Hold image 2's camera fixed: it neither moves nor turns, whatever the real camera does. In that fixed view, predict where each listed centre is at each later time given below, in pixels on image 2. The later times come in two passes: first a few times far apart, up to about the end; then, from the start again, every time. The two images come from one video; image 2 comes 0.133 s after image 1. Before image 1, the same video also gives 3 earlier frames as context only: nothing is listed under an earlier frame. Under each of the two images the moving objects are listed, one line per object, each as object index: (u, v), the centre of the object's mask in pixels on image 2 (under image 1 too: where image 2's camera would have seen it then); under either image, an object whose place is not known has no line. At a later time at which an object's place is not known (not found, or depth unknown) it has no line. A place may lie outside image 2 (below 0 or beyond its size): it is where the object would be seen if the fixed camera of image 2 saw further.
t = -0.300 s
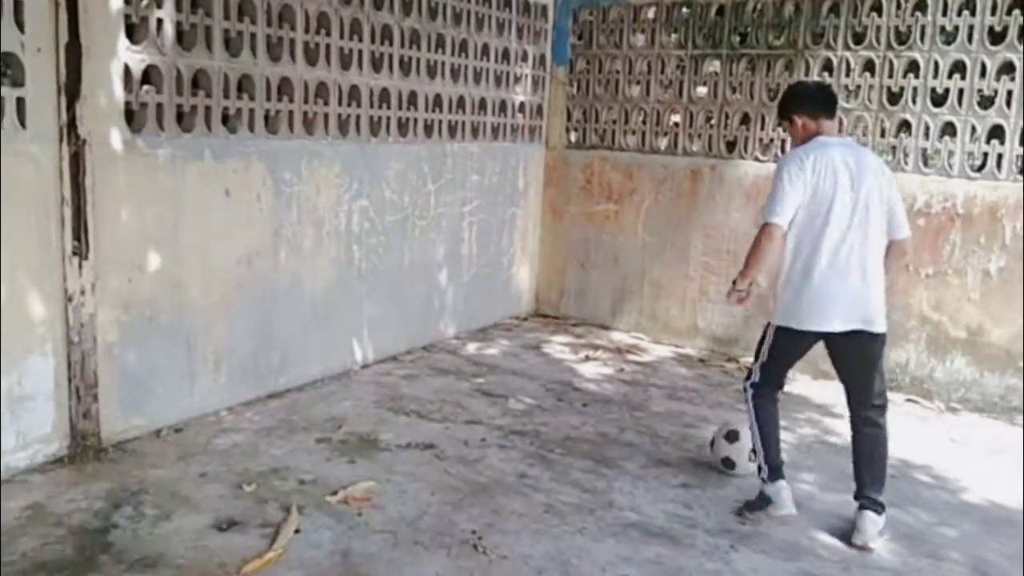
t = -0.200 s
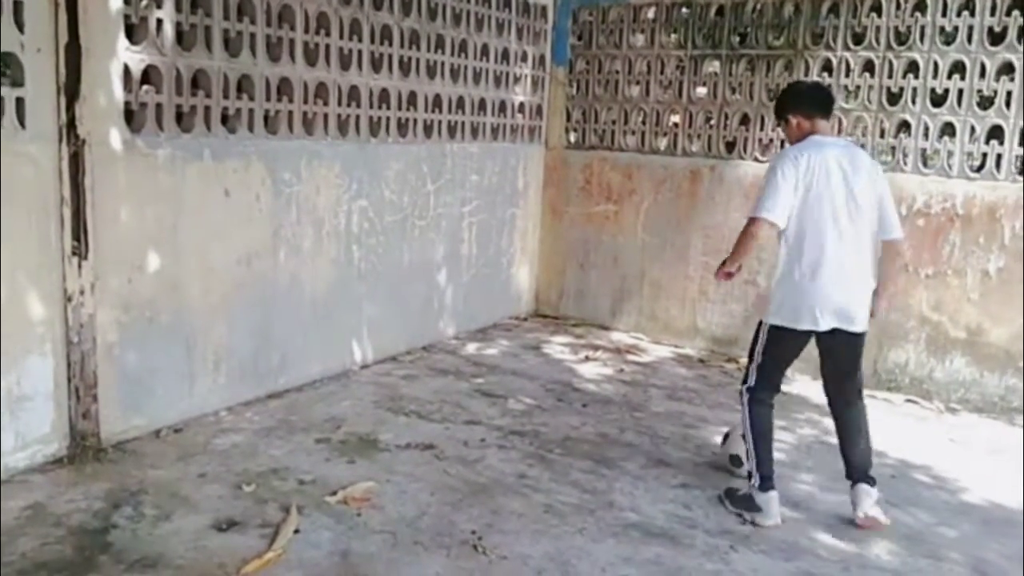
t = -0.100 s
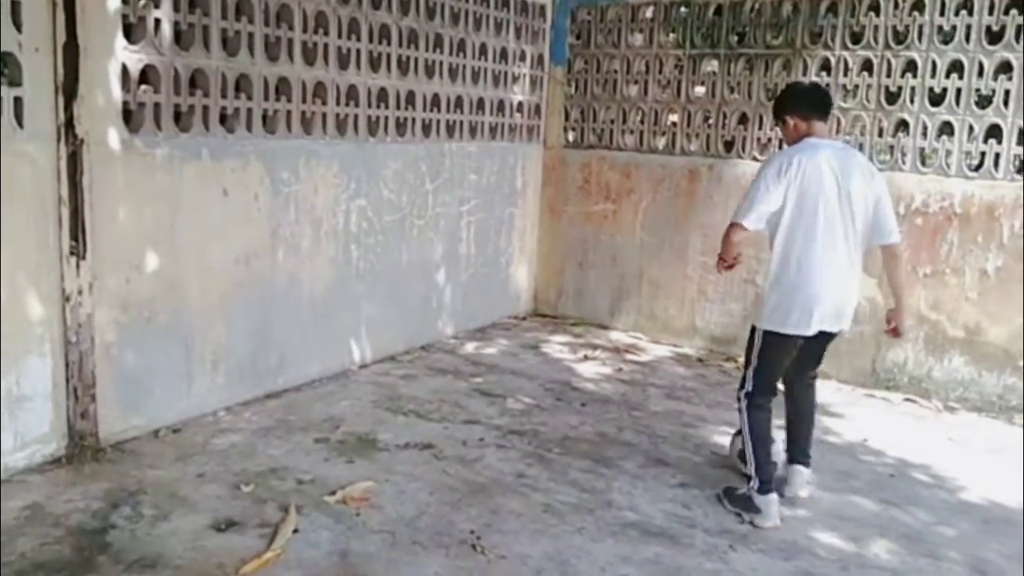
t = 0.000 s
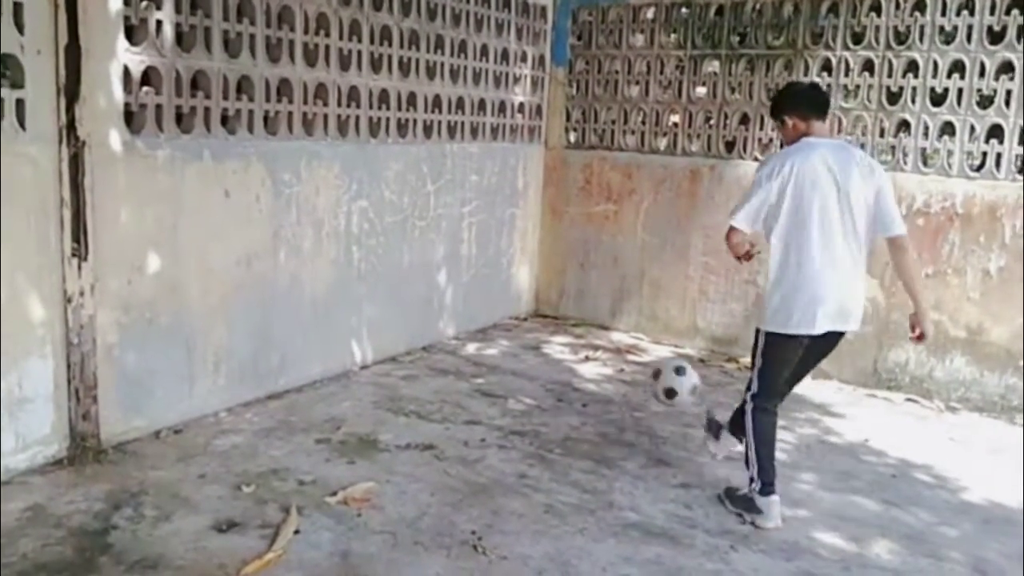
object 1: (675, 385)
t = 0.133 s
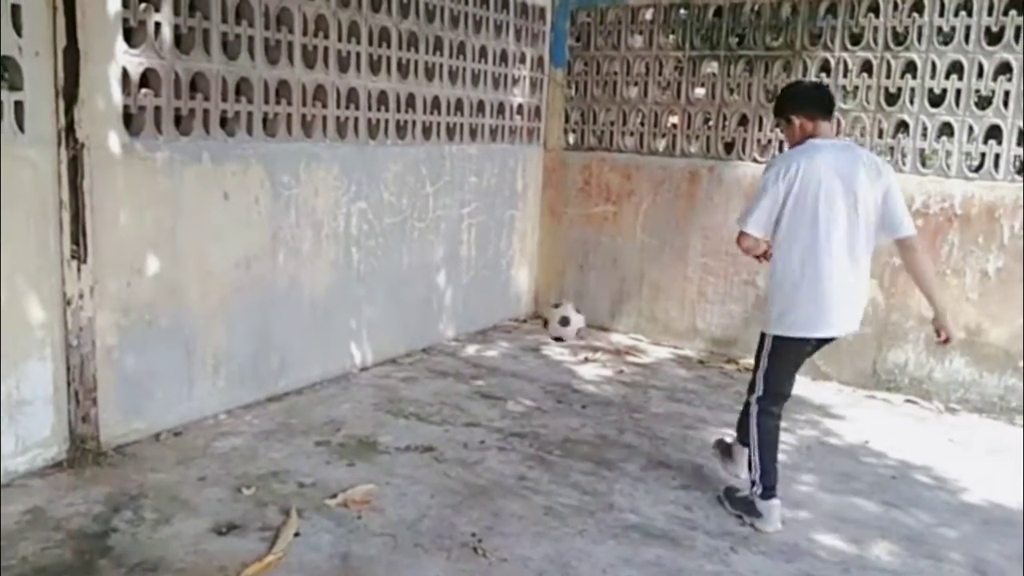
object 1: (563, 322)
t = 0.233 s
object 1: (494, 304)
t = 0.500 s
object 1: (534, 330)
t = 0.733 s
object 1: (621, 353)
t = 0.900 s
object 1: (691, 359)
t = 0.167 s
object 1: (539, 314)
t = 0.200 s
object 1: (516, 308)
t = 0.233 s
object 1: (494, 304)
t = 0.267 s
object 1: (474, 304)
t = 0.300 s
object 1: (451, 304)
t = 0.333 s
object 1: (454, 307)
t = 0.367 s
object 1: (475, 317)
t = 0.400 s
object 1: (493, 329)
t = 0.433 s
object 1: (508, 340)
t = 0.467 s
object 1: (521, 335)
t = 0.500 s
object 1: (534, 330)
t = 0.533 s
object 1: (545, 328)
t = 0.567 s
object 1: (558, 327)
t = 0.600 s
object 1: (571, 329)
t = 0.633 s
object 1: (583, 333)
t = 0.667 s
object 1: (596, 337)
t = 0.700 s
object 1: (609, 344)
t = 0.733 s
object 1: (621, 353)
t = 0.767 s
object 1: (635, 362)
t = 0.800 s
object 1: (648, 359)
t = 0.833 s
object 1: (662, 357)
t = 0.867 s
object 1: (676, 357)
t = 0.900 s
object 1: (691, 359)
